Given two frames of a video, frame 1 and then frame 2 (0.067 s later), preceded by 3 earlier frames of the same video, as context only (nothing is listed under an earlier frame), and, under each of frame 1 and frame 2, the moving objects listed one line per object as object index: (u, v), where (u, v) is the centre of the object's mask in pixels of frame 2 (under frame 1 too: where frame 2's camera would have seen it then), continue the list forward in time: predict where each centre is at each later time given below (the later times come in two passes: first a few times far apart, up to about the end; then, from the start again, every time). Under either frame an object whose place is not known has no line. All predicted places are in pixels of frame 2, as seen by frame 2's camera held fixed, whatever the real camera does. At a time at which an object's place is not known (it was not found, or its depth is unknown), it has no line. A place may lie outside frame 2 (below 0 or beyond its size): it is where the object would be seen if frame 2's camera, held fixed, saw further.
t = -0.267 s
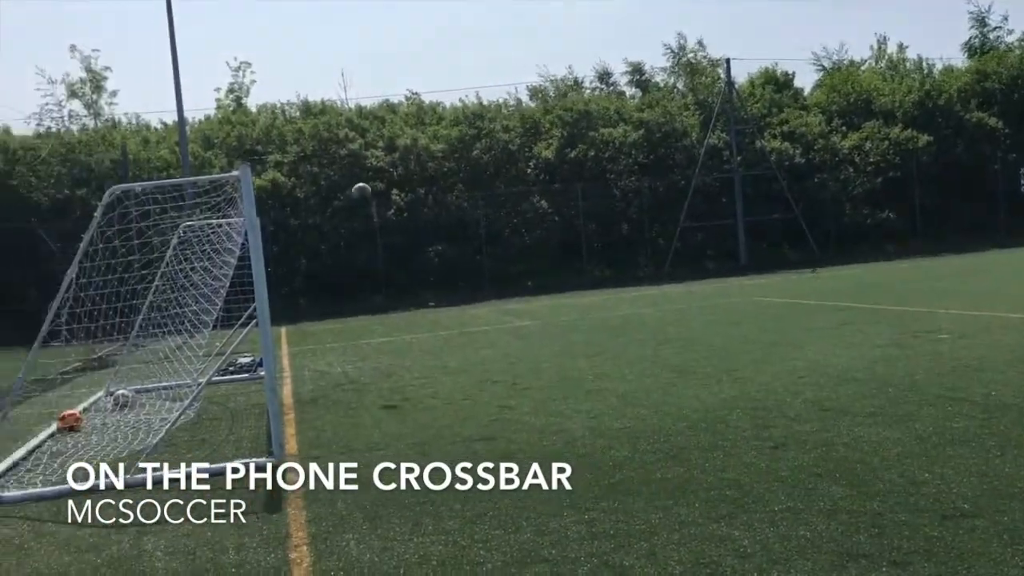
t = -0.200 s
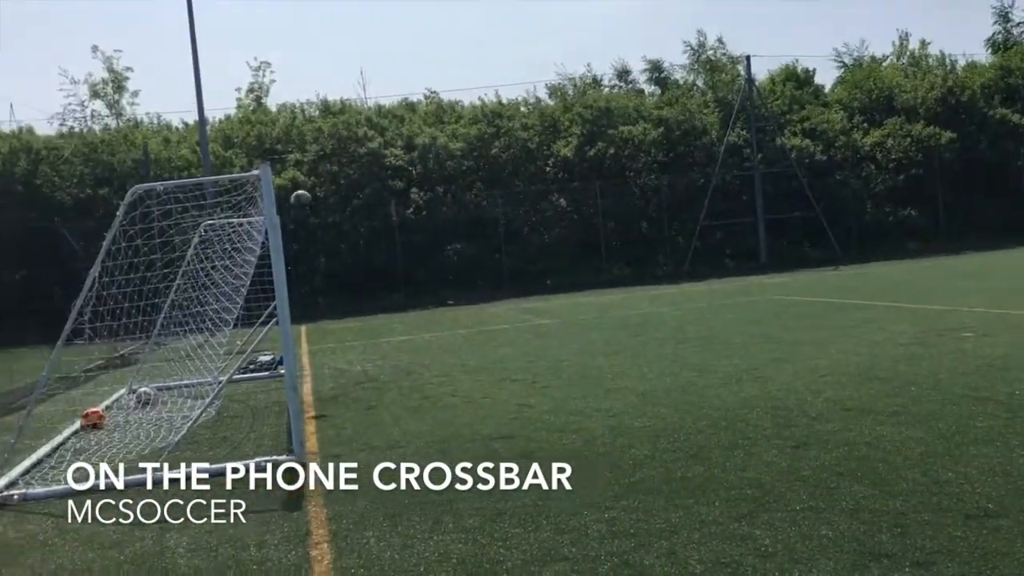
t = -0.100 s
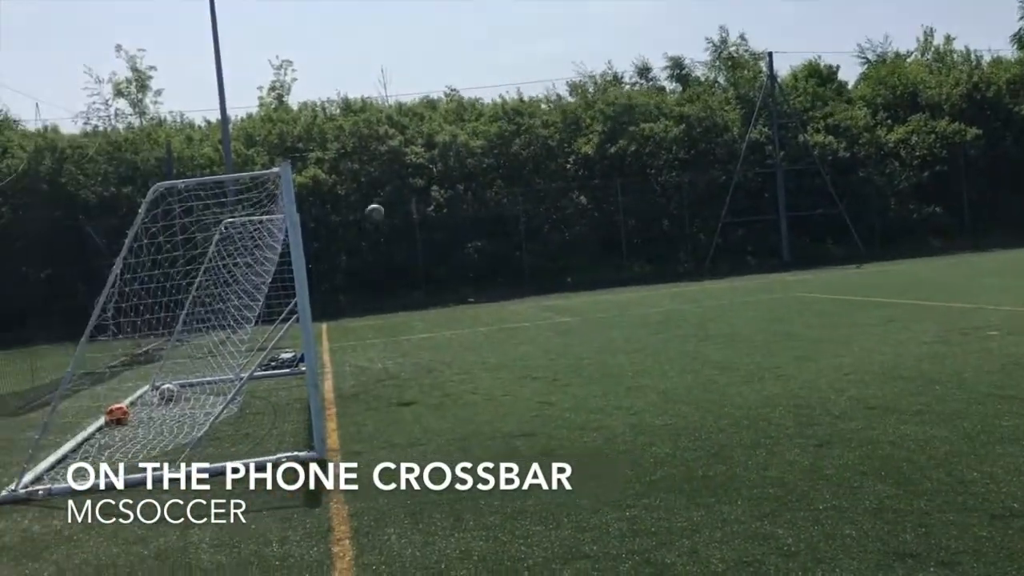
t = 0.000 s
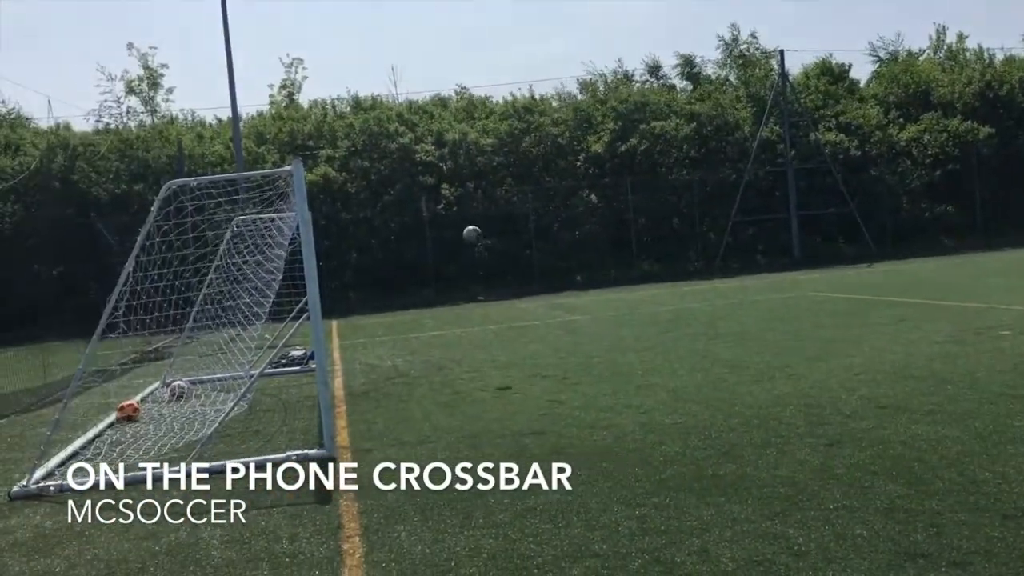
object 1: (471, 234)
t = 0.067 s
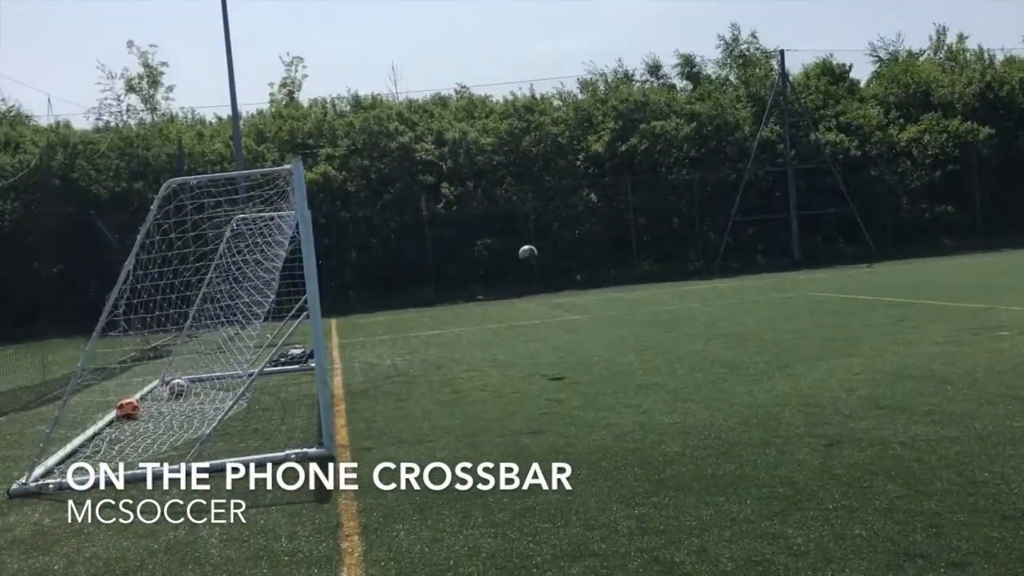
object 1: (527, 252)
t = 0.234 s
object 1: (665, 320)
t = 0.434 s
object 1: (761, 281)
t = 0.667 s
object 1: (849, 218)
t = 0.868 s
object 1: (922, 199)
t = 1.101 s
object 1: (1008, 223)
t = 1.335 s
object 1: (1091, 287)
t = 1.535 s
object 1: (1157, 258)
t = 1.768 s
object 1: (1235, 227)
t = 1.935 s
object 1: (1291, 231)
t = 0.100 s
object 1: (555, 264)
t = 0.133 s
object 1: (583, 276)
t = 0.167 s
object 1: (610, 292)
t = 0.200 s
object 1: (638, 306)
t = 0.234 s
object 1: (665, 320)
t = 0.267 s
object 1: (690, 336)
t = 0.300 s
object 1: (711, 339)
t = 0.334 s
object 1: (724, 322)
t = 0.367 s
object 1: (736, 308)
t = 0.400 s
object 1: (749, 293)
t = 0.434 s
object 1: (761, 281)
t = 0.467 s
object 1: (774, 268)
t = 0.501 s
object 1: (785, 256)
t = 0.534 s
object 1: (798, 246)
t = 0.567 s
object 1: (811, 238)
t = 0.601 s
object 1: (823, 229)
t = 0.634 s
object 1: (836, 221)
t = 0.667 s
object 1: (849, 218)
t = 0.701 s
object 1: (861, 212)
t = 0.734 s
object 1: (873, 208)
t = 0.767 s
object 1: (885, 204)
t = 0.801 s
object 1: (898, 202)
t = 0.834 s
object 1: (910, 200)
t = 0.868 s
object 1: (922, 199)
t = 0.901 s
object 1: (935, 201)
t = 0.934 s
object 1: (946, 202)
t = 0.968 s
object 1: (959, 203)
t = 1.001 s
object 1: (972, 209)
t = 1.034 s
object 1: (983, 212)
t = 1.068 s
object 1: (994, 216)
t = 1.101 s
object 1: (1008, 223)
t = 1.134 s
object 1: (1019, 229)
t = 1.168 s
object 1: (1031, 236)
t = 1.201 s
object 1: (1043, 245)
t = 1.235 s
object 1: (1055, 255)
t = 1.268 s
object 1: (1067, 264)
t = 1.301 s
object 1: (1079, 275)
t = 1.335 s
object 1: (1091, 287)
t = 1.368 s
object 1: (1103, 299)
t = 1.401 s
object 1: (1114, 295)
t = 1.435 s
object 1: (1126, 284)
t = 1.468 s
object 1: (1136, 275)
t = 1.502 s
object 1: (1146, 266)
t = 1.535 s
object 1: (1157, 258)
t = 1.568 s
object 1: (1169, 250)
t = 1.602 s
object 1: (1179, 245)
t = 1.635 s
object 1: (1190, 239)
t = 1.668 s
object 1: (1202, 235)
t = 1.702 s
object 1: (1212, 231)
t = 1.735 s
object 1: (1223, 229)
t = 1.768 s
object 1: (1235, 227)
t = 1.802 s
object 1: (1245, 226)
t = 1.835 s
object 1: (1258, 226)
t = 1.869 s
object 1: (1268, 227)
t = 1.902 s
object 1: (1280, 229)
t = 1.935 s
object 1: (1291, 231)
